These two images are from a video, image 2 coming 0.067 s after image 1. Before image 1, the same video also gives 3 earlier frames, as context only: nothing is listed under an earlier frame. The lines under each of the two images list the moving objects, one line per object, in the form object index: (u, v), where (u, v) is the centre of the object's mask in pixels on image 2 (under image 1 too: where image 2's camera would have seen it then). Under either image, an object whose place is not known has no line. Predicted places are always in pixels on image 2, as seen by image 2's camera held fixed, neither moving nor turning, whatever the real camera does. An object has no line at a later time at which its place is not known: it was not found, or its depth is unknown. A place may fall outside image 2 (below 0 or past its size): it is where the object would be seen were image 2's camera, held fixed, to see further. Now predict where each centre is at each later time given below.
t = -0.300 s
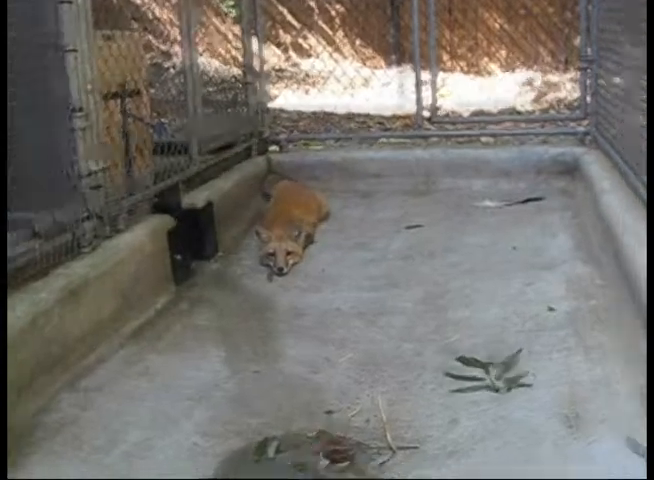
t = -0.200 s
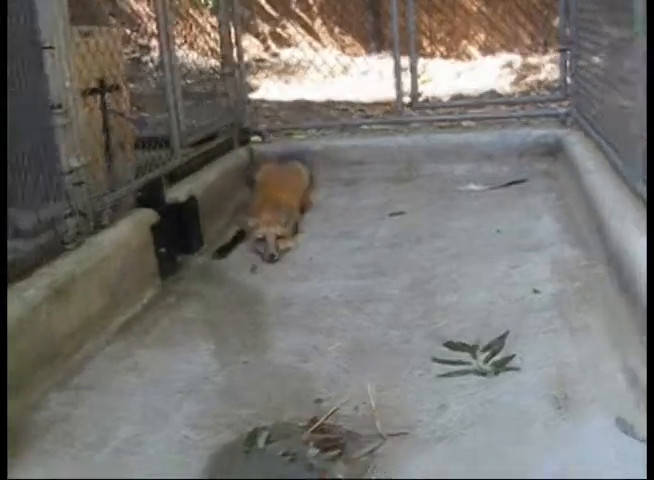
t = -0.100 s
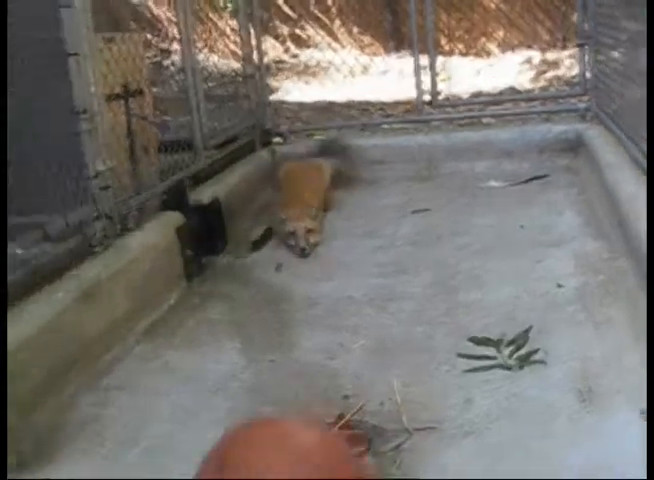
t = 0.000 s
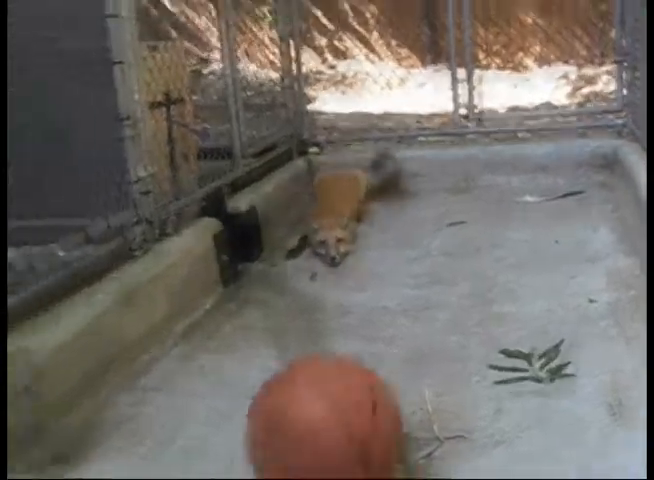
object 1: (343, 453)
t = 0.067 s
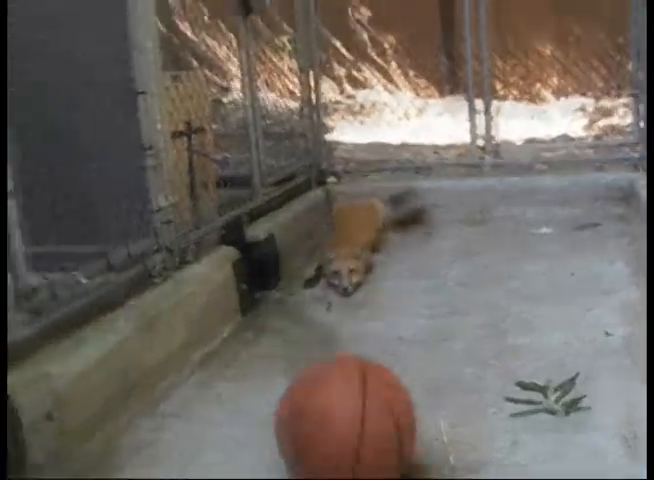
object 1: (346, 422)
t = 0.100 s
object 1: (347, 405)
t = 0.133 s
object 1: (350, 390)
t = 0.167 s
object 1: (351, 374)
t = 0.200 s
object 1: (352, 358)
